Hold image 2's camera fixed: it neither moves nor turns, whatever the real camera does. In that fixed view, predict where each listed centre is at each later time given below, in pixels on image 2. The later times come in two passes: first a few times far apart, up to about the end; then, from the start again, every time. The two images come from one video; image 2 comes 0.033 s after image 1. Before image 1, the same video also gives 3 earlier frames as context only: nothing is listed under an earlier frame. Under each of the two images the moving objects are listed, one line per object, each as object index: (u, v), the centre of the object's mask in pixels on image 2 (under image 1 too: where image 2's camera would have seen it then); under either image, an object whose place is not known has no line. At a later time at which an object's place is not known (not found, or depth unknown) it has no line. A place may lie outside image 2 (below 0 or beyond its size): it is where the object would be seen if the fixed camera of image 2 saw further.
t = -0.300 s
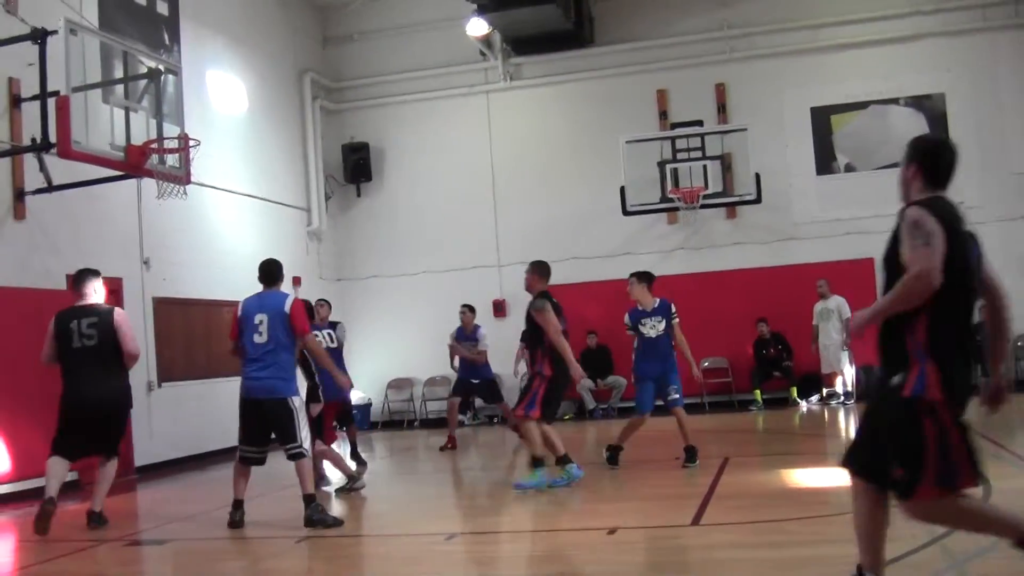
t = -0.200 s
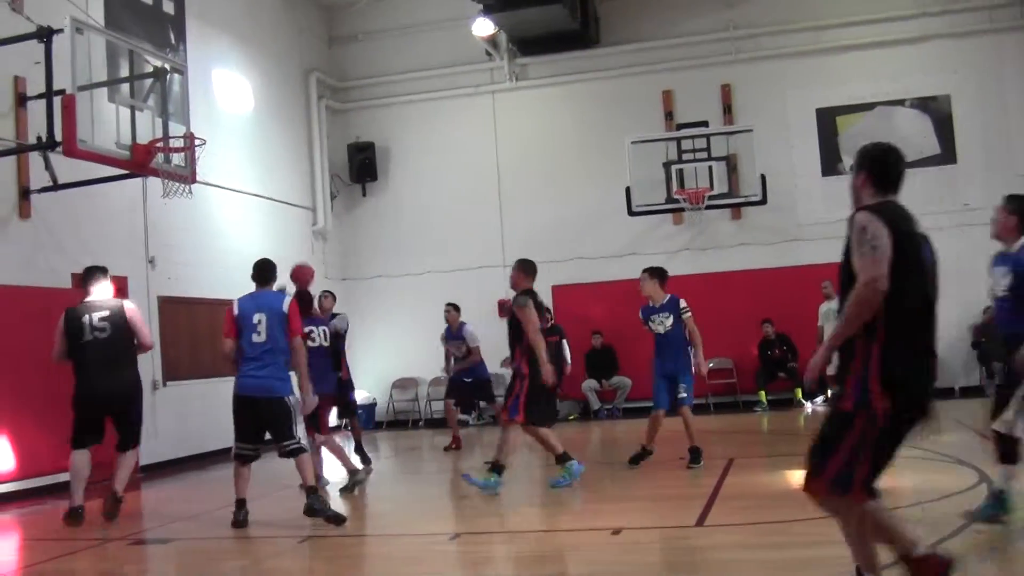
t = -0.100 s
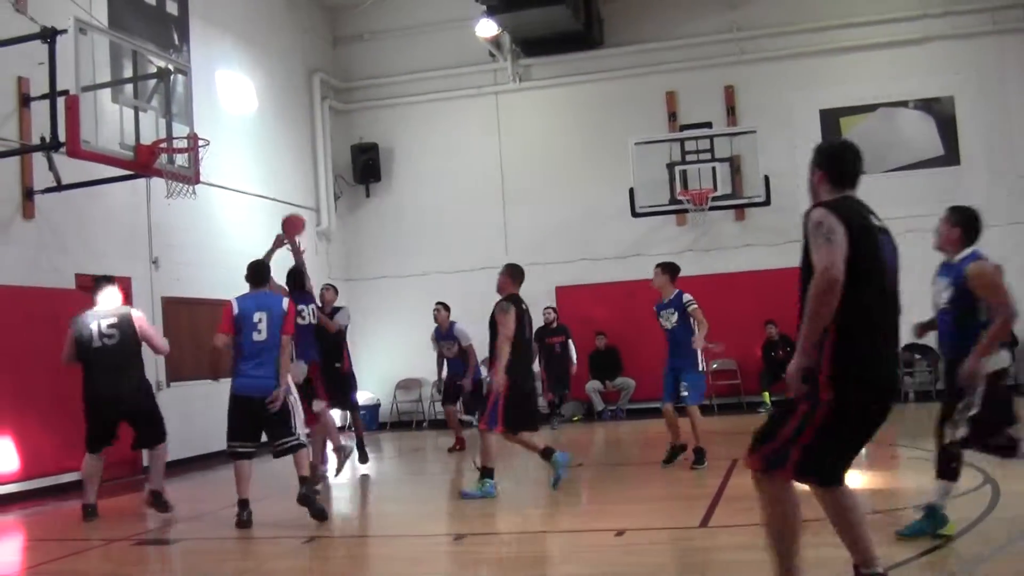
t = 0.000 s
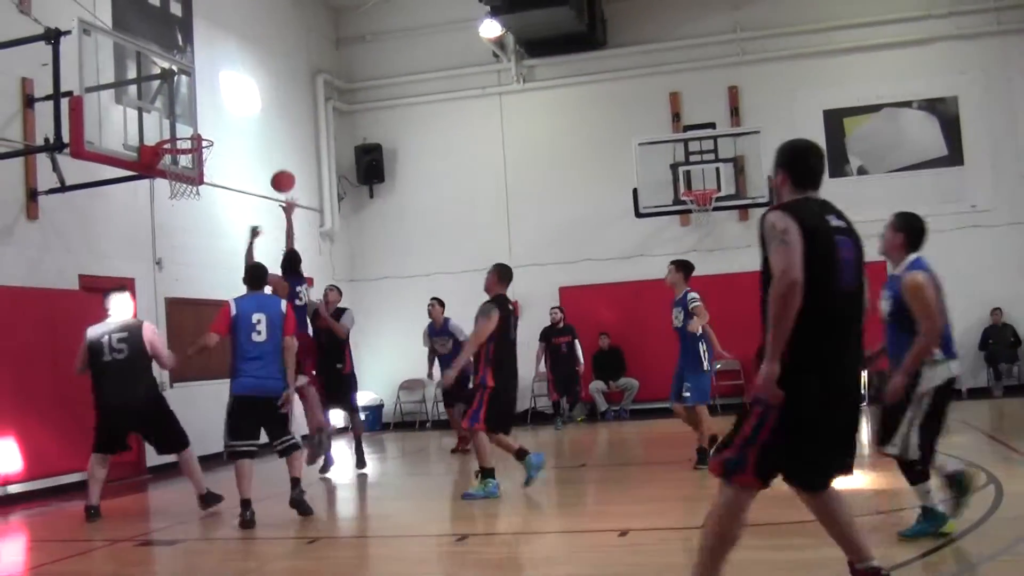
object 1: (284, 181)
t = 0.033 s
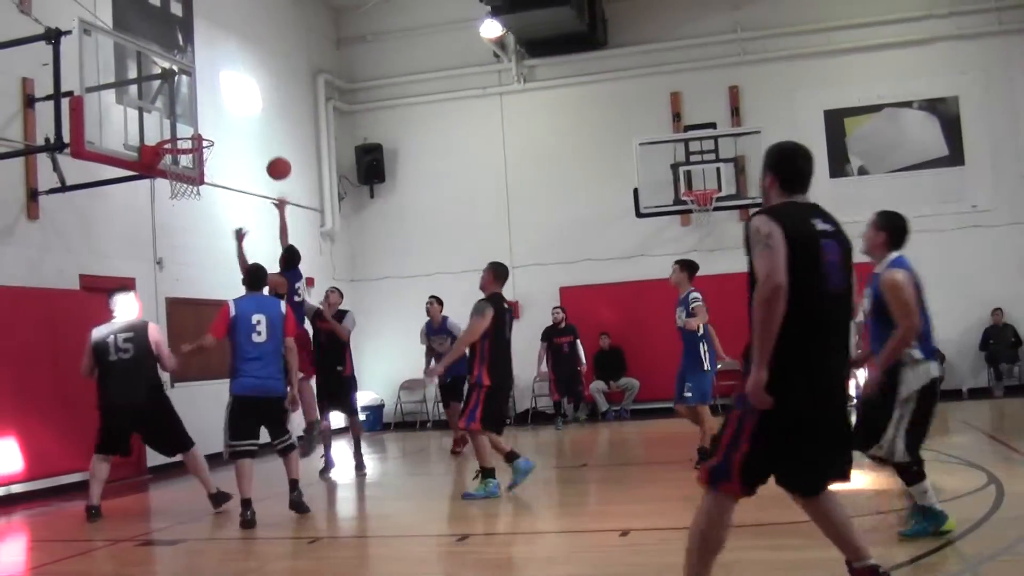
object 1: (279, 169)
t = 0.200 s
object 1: (255, 120)
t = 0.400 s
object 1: (227, 99)
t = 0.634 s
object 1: (197, 125)
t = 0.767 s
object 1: (179, 170)
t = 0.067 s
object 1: (274, 157)
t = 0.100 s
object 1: (269, 146)
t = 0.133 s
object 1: (265, 137)
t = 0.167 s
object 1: (260, 128)
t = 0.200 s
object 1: (255, 120)
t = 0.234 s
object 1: (251, 114)
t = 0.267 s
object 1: (246, 110)
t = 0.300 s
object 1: (242, 105)
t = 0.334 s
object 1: (237, 102)
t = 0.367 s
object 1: (232, 100)
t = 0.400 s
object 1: (227, 99)
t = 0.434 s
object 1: (223, 98)
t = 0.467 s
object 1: (219, 100)
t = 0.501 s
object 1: (215, 102)
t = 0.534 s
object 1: (210, 106)
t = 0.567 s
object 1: (206, 111)
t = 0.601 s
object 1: (201, 118)
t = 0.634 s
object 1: (197, 125)
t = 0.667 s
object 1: (193, 135)
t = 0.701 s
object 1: (189, 145)
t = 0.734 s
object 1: (184, 157)
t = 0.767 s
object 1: (179, 170)
